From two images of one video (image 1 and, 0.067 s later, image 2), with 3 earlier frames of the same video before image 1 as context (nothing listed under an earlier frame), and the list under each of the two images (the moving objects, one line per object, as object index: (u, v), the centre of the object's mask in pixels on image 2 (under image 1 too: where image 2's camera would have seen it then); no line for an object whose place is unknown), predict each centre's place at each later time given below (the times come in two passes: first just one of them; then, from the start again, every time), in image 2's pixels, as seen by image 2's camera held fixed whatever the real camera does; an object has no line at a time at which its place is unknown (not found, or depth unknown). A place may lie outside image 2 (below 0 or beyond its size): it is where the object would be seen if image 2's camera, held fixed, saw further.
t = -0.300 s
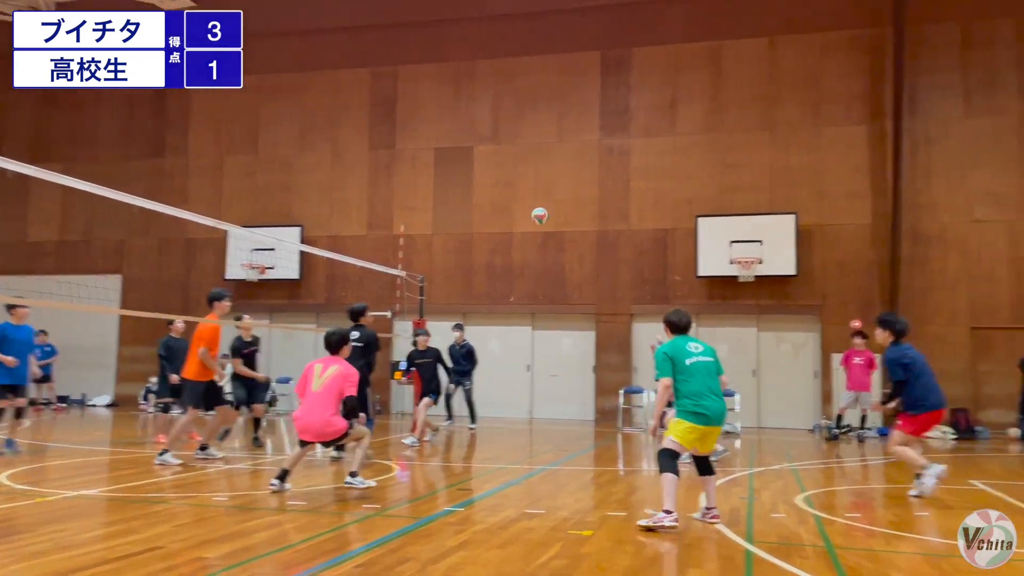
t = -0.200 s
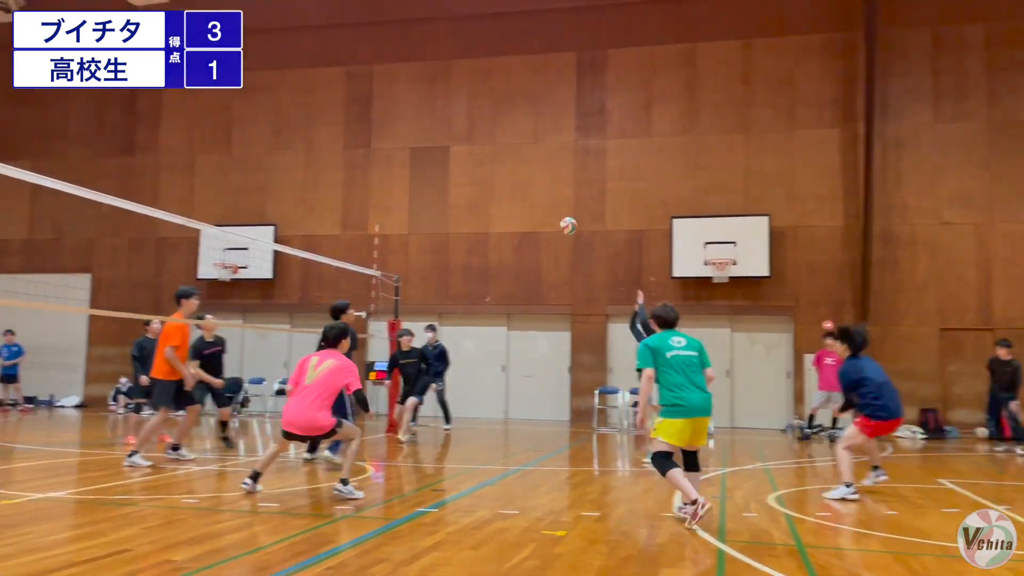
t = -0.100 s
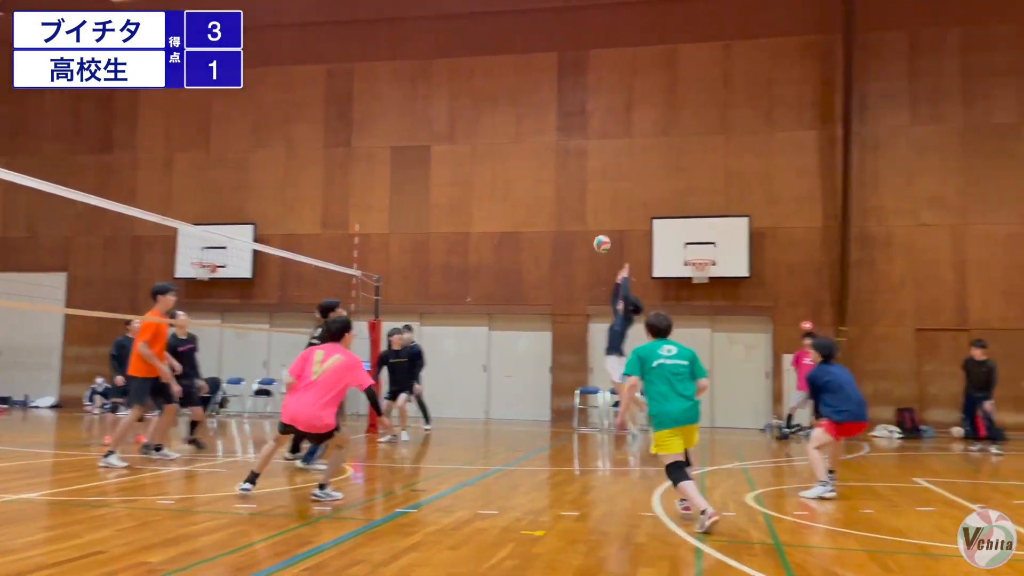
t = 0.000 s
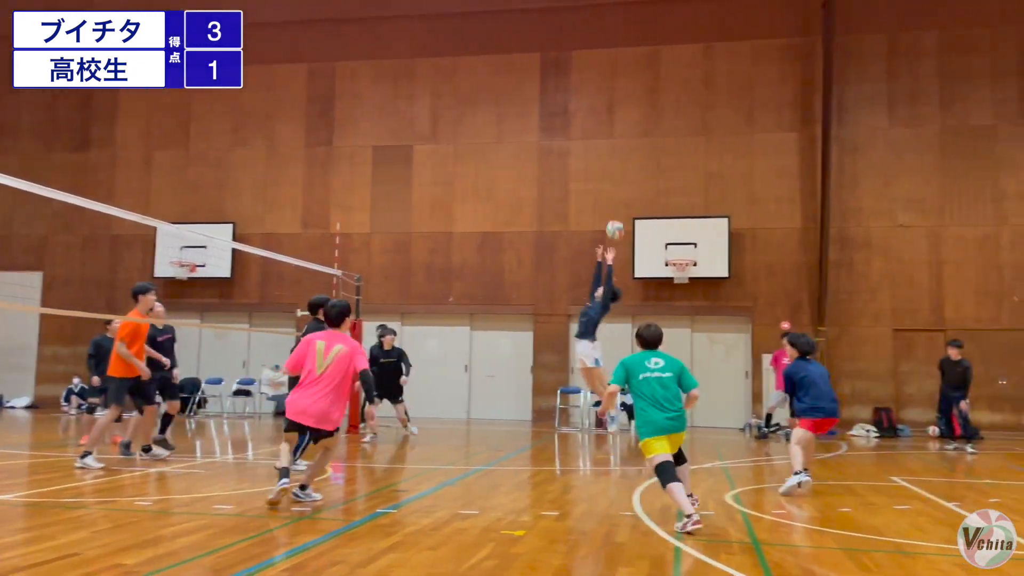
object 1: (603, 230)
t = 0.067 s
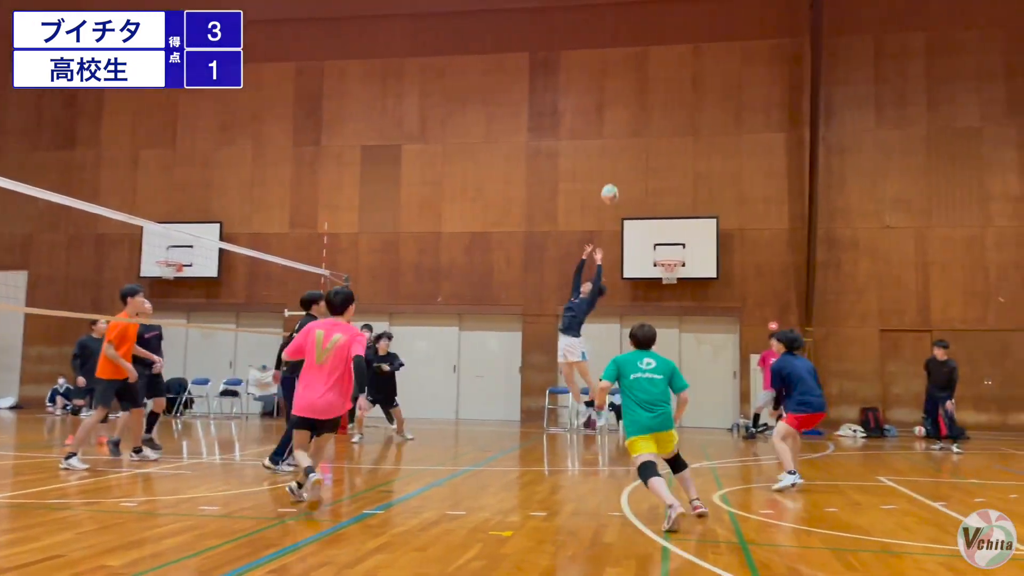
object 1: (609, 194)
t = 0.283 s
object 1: (630, 98)
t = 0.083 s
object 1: (611, 185)
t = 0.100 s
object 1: (613, 176)
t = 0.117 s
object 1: (614, 168)
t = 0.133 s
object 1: (616, 160)
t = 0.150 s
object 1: (618, 152)
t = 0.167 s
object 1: (619, 145)
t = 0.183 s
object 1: (620, 138)
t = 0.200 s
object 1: (622, 131)
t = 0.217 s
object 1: (623, 124)
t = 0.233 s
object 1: (625, 117)
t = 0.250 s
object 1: (627, 111)
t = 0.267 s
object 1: (628, 104)
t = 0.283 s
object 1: (630, 98)
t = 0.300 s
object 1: (631, 93)
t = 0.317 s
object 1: (633, 87)
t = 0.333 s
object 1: (635, 82)
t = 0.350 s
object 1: (636, 76)
